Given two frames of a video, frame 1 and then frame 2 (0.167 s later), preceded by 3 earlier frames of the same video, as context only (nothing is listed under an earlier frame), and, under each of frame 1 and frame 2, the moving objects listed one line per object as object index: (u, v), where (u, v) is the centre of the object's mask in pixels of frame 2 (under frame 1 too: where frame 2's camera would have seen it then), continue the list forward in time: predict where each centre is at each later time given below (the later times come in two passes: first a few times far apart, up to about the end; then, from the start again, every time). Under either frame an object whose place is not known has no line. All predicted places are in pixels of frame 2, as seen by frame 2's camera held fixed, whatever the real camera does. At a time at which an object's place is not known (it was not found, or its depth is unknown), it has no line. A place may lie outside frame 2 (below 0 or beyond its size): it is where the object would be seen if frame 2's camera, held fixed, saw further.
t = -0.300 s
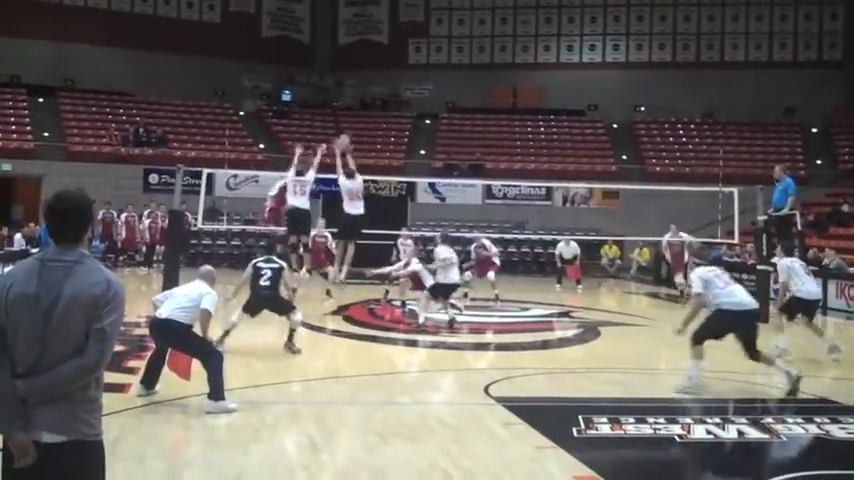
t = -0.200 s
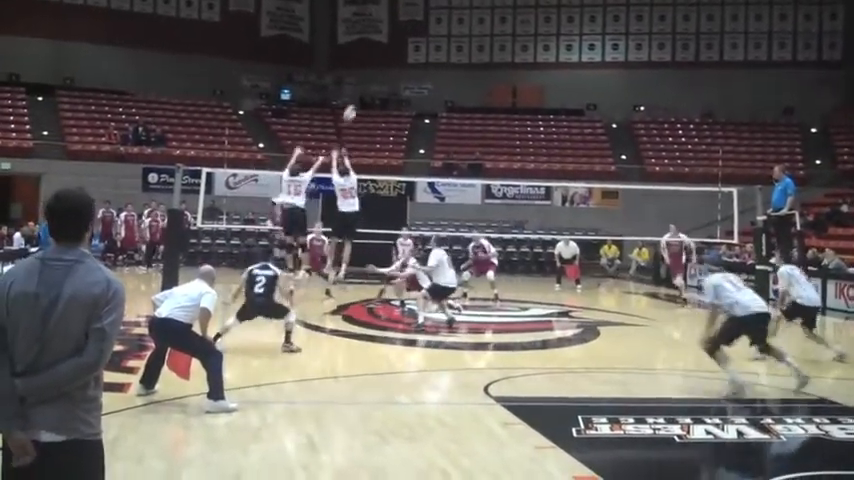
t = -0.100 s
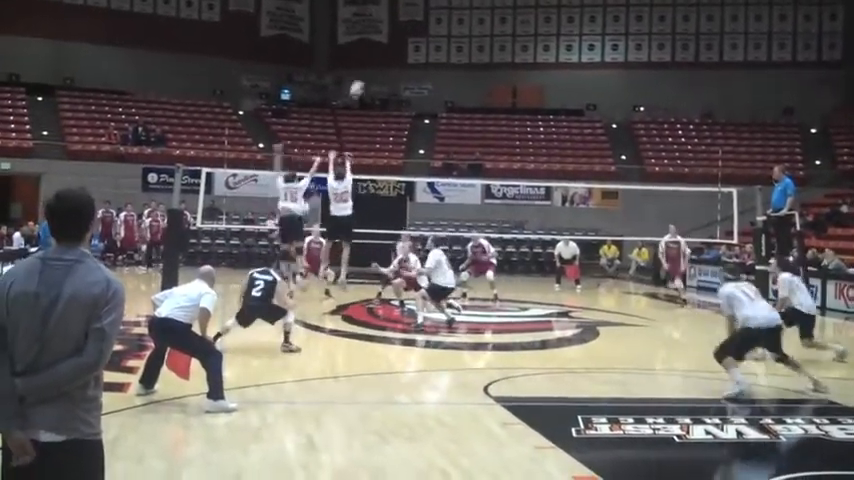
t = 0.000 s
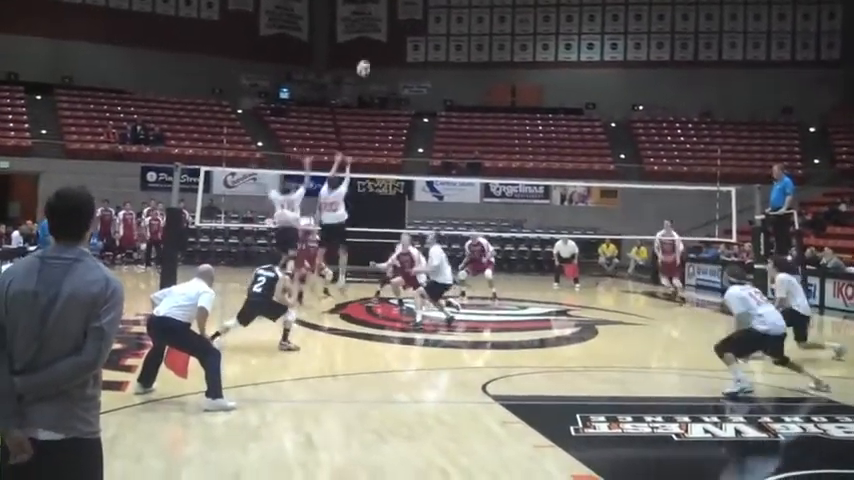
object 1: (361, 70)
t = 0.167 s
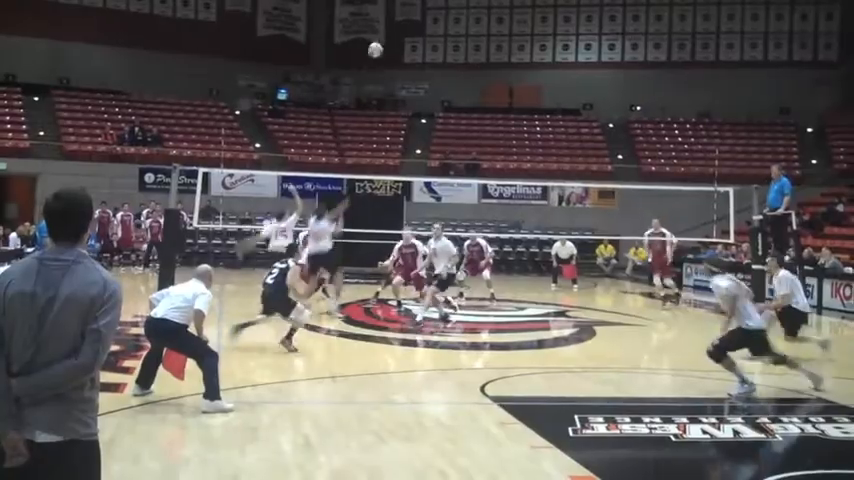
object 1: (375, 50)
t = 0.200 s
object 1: (378, 48)
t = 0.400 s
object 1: (396, 54)
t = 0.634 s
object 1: (420, 108)
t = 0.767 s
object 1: (434, 164)
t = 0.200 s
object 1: (378, 48)
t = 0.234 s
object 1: (380, 47)
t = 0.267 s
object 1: (383, 47)
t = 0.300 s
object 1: (386, 47)
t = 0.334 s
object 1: (389, 49)
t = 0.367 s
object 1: (393, 51)
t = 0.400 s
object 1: (396, 54)
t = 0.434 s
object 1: (399, 59)
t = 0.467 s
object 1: (402, 64)
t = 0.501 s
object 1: (406, 70)
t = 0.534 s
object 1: (410, 79)
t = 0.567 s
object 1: (412, 87)
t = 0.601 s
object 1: (416, 97)
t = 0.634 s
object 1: (420, 108)
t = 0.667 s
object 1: (423, 121)
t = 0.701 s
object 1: (426, 135)
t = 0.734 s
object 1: (430, 148)
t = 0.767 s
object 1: (434, 164)
